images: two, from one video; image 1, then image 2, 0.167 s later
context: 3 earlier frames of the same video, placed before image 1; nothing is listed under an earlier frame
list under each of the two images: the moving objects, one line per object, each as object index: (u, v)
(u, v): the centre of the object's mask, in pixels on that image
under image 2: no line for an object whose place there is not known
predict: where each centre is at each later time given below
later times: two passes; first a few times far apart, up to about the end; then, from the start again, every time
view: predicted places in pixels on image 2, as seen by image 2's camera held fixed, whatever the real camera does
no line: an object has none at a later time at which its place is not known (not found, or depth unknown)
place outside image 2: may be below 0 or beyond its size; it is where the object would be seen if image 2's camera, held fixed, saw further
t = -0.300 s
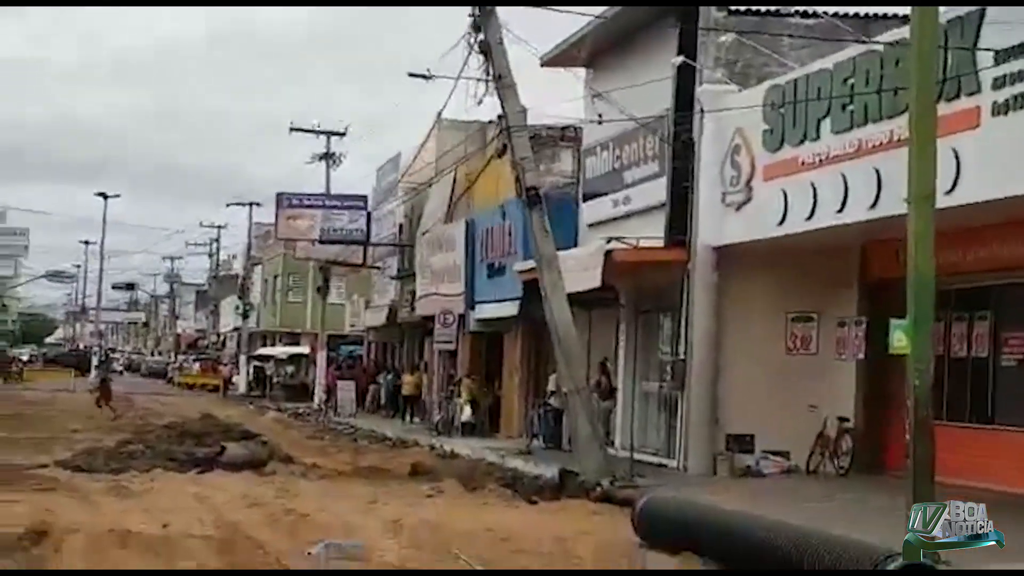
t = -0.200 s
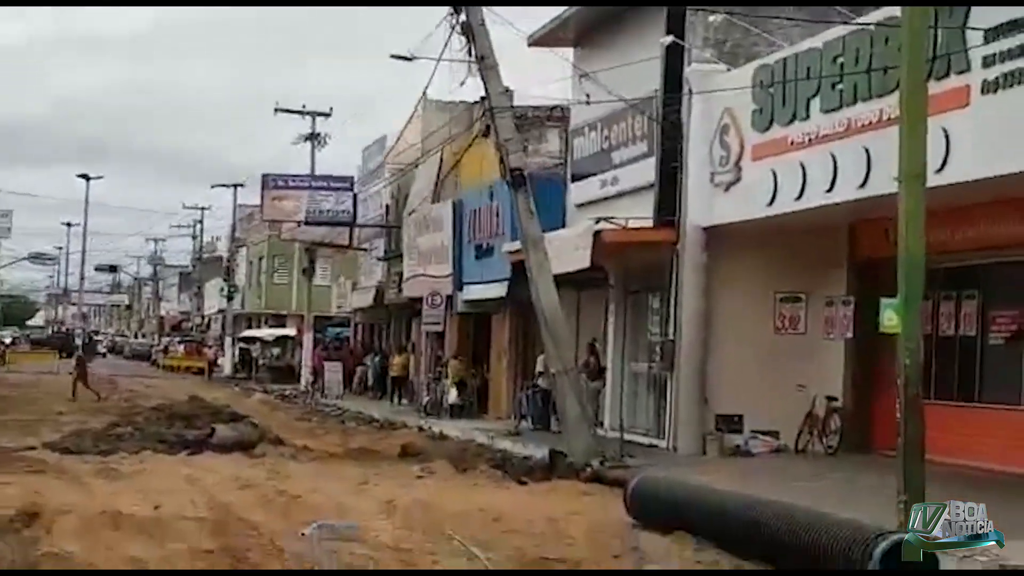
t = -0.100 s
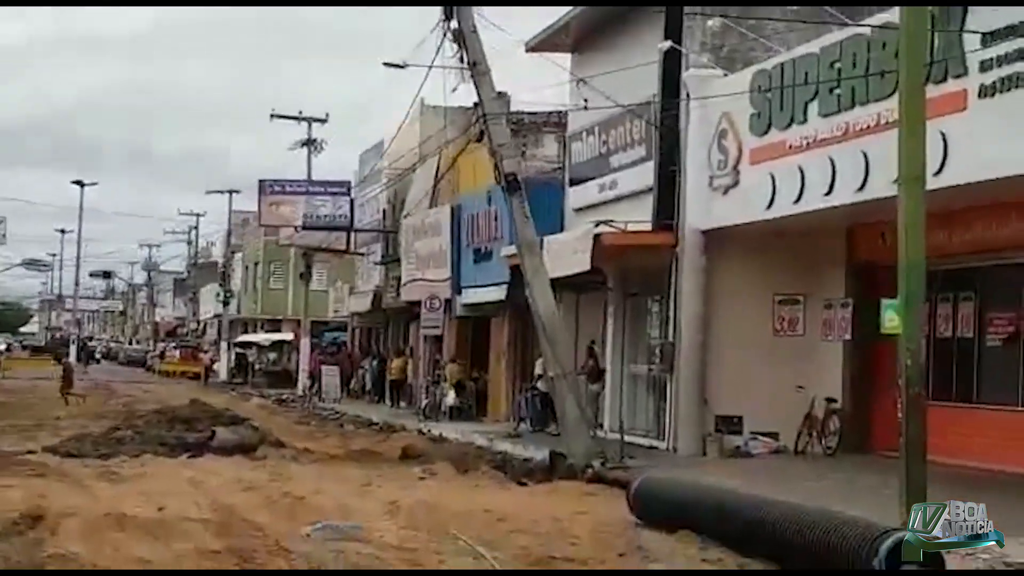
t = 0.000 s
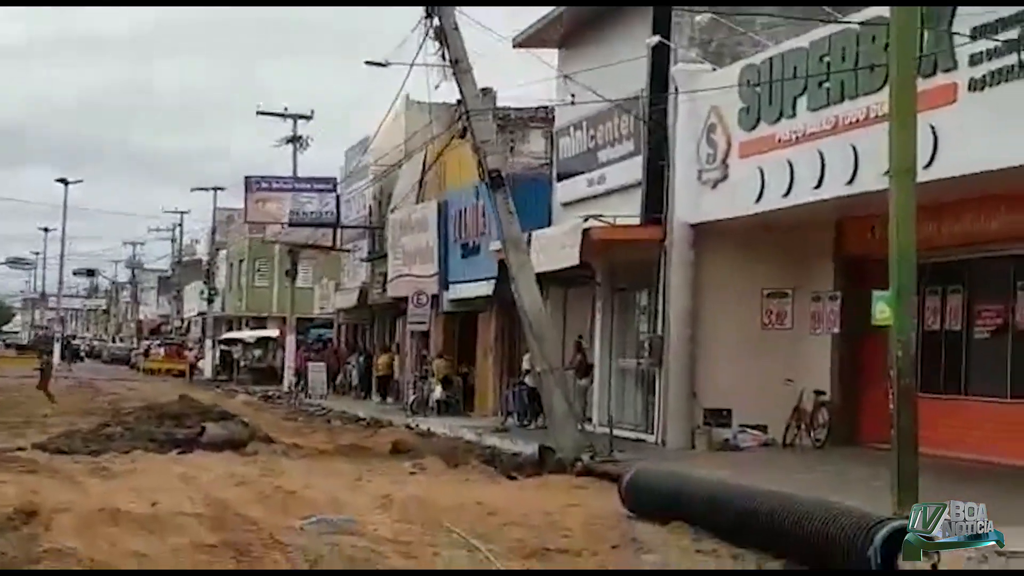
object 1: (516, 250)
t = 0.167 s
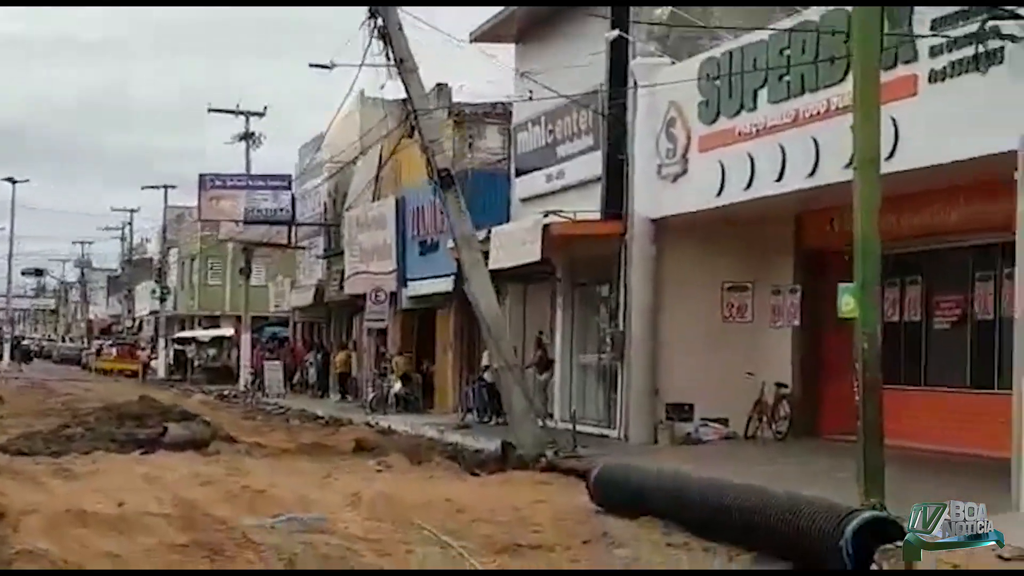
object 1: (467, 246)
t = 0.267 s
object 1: (459, 242)
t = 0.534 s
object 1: (385, 124)
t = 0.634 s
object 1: (369, 122)
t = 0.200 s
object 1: (465, 246)
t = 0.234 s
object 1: (461, 242)
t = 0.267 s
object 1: (459, 242)
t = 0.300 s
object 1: (455, 236)
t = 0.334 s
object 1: (447, 221)
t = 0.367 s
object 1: (439, 209)
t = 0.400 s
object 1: (431, 198)
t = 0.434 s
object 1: (417, 171)
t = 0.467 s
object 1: (401, 142)
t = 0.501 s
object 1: (391, 129)
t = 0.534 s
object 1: (385, 124)
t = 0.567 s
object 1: (374, 110)
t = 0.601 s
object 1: (371, 113)
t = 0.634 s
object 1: (369, 122)
